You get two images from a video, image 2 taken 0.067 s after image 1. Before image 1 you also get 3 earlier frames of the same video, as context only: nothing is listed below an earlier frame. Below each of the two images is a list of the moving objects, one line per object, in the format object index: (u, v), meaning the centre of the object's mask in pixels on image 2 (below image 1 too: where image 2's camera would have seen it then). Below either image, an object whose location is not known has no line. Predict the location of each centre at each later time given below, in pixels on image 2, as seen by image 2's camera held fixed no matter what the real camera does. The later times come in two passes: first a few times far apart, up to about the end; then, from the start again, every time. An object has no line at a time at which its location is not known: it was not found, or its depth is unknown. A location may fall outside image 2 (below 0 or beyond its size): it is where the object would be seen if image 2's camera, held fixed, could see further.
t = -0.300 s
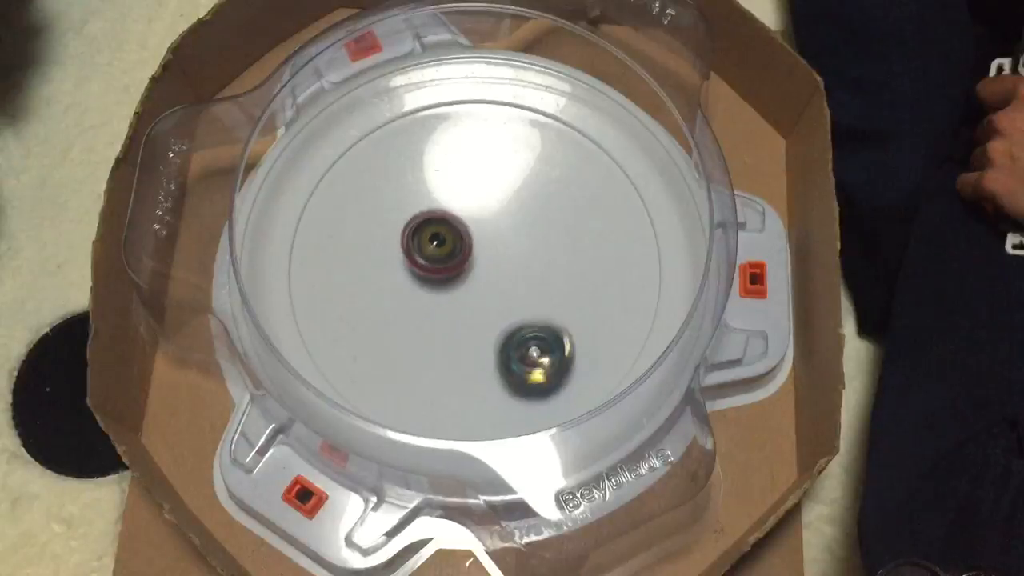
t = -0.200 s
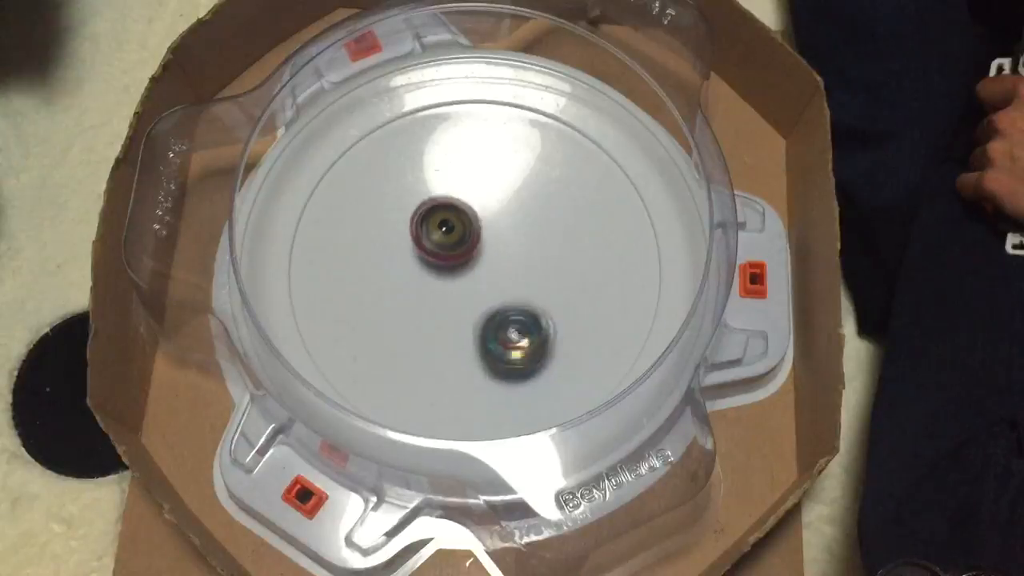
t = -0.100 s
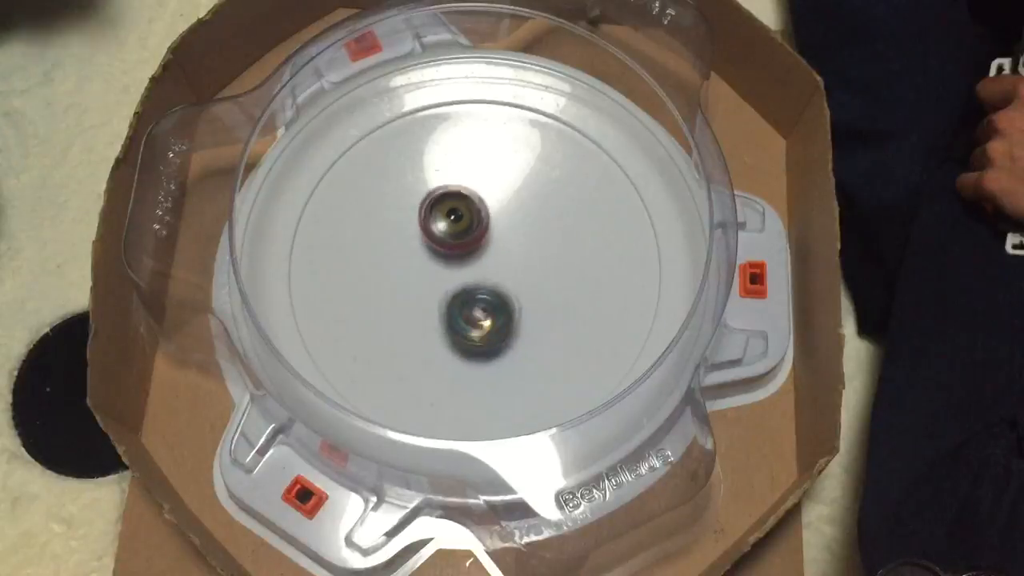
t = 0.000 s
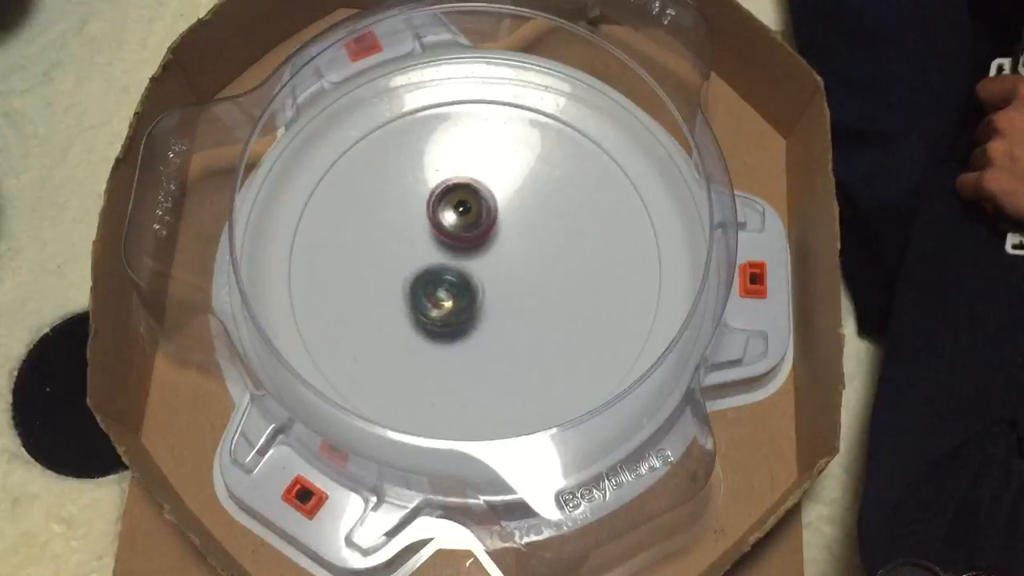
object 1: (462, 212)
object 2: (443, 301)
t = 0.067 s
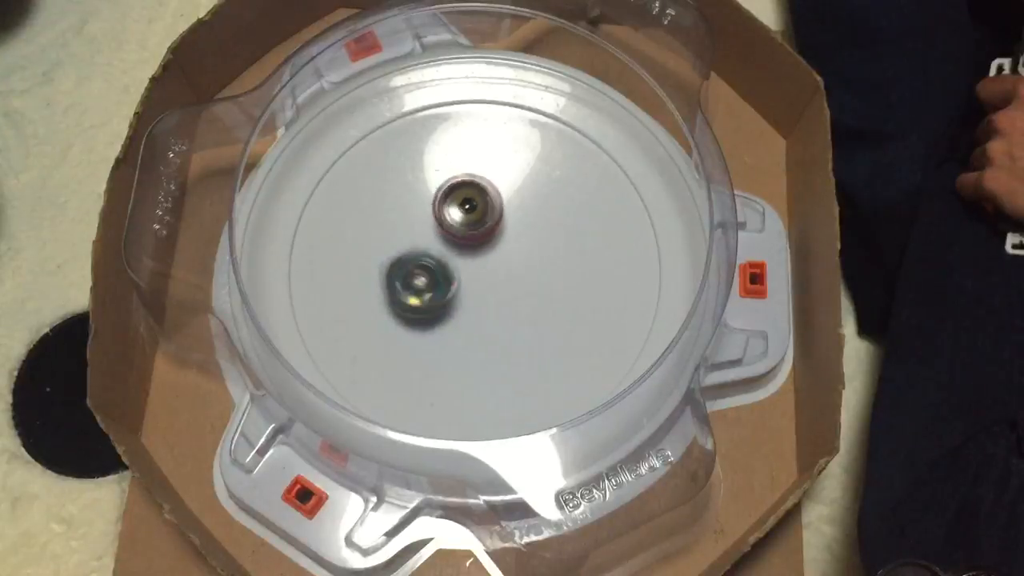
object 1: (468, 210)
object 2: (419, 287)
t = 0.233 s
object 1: (484, 212)
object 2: (367, 260)
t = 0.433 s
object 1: (499, 235)
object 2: (377, 257)
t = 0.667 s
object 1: (528, 279)
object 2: (439, 222)
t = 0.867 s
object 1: (537, 307)
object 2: (440, 181)
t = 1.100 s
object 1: (514, 325)
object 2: (469, 220)
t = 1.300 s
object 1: (479, 328)
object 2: (525, 259)
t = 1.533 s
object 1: (436, 300)
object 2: (553, 271)
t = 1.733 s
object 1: (410, 268)
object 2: (509, 285)
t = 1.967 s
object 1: (400, 235)
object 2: (454, 325)
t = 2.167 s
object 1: (425, 218)
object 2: (450, 329)
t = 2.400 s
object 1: (494, 203)
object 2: (429, 287)
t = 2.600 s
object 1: (551, 179)
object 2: (388, 280)
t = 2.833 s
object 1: (569, 215)
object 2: (407, 268)
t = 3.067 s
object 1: (553, 281)
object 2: (456, 268)
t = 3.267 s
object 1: (536, 350)
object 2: (460, 273)
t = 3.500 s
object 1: (505, 396)
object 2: (435, 260)
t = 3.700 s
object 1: (454, 363)
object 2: (426, 250)
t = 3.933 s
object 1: (367, 295)
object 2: (485, 236)
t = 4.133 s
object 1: (329, 247)
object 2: (522, 236)
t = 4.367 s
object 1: (402, 210)
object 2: (511, 244)
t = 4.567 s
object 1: (493, 177)
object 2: (532, 295)
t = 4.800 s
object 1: (538, 170)
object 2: (518, 304)
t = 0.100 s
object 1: (471, 209)
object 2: (408, 279)
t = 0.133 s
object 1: (474, 209)
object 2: (397, 273)
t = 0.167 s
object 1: (478, 210)
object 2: (385, 267)
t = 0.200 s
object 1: (481, 211)
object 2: (376, 263)
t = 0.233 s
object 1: (484, 212)
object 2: (367, 260)
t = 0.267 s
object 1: (487, 215)
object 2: (361, 259)
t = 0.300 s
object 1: (489, 216)
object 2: (360, 258)
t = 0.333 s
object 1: (492, 221)
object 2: (360, 257)
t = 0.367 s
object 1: (494, 226)
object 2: (363, 258)
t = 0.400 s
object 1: (497, 230)
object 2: (368, 258)
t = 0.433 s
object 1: (499, 235)
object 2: (377, 257)
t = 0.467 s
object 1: (501, 240)
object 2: (387, 256)
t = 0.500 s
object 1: (502, 245)
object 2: (398, 255)
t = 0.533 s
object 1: (504, 251)
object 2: (411, 252)
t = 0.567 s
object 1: (505, 256)
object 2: (424, 248)
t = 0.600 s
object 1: (508, 262)
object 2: (434, 242)
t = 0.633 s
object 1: (519, 271)
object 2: (437, 232)
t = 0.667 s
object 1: (528, 279)
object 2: (439, 222)
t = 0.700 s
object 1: (534, 286)
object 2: (441, 209)
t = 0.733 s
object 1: (538, 292)
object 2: (441, 201)
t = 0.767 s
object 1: (540, 296)
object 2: (440, 192)
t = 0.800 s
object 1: (540, 300)
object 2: (440, 187)
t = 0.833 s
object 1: (539, 304)
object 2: (440, 183)
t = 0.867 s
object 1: (537, 307)
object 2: (440, 181)
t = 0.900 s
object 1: (535, 310)
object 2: (440, 184)
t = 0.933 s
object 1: (533, 313)
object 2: (442, 188)
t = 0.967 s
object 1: (530, 316)
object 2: (442, 190)
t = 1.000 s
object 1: (526, 318)
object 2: (448, 198)
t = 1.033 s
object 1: (522, 320)
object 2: (453, 205)
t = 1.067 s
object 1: (518, 323)
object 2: (460, 213)
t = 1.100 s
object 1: (514, 325)
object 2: (469, 220)
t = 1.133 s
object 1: (508, 326)
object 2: (477, 227)
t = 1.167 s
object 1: (503, 327)
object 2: (487, 236)
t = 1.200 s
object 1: (497, 328)
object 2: (497, 241)
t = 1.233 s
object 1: (491, 329)
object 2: (505, 247)
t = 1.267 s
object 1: (485, 328)
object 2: (515, 252)
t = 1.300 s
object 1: (479, 328)
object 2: (525, 259)
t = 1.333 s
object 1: (472, 326)
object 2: (533, 262)
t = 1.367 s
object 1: (465, 324)
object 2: (542, 268)
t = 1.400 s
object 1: (459, 320)
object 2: (548, 267)
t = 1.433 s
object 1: (453, 315)
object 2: (554, 269)
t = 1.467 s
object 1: (447, 310)
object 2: (554, 269)
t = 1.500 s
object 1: (442, 305)
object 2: (555, 270)
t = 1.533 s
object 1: (436, 300)
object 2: (553, 271)
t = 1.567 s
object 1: (431, 295)
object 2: (549, 272)
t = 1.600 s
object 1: (426, 290)
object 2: (543, 271)
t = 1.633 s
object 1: (423, 284)
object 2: (537, 271)
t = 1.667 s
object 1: (418, 278)
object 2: (530, 274)
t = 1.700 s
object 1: (414, 273)
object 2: (520, 278)
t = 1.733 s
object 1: (410, 268)
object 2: (509, 285)
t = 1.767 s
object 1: (407, 263)
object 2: (501, 290)
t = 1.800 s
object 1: (403, 259)
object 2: (490, 295)
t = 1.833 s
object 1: (401, 253)
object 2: (481, 301)
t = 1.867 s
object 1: (399, 249)
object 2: (473, 307)
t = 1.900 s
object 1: (398, 245)
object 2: (465, 313)
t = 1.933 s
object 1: (399, 240)
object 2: (458, 319)
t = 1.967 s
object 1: (400, 235)
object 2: (454, 325)
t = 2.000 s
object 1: (403, 232)
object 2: (450, 331)
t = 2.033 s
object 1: (406, 229)
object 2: (448, 333)
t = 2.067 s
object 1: (410, 225)
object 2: (448, 335)
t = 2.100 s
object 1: (415, 222)
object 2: (448, 334)
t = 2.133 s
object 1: (420, 221)
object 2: (448, 333)
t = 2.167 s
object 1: (425, 218)
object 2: (450, 329)
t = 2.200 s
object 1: (432, 217)
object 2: (451, 324)
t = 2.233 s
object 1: (439, 216)
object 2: (452, 316)
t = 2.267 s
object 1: (446, 216)
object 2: (453, 306)
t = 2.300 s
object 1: (454, 216)
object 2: (452, 299)
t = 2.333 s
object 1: (461, 217)
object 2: (450, 290)
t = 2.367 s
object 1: (477, 212)
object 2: (439, 287)
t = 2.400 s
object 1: (494, 203)
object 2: (429, 287)
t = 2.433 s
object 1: (509, 193)
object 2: (420, 290)
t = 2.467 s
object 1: (520, 187)
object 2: (412, 289)
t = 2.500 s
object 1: (530, 183)
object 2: (406, 288)
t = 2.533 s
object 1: (538, 180)
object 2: (400, 285)
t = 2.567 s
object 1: (545, 179)
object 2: (394, 283)
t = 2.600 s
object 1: (551, 179)
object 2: (388, 280)
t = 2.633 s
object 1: (555, 181)
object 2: (384, 278)
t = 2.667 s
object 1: (559, 184)
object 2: (383, 276)
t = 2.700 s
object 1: (562, 188)
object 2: (384, 276)
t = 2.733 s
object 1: (565, 193)
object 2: (386, 272)
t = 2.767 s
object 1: (567, 200)
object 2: (390, 270)
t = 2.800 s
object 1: (568, 207)
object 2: (399, 270)
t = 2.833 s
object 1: (569, 215)
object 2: (407, 268)
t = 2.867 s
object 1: (568, 224)
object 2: (415, 267)
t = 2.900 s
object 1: (567, 233)
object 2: (421, 265)
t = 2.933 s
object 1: (566, 242)
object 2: (429, 264)
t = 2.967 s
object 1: (564, 252)
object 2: (435, 264)
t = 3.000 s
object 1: (561, 261)
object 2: (443, 263)
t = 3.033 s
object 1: (558, 271)
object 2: (450, 265)
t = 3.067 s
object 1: (553, 281)
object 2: (456, 268)
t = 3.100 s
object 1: (548, 290)
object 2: (461, 271)
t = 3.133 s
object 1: (542, 299)
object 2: (466, 275)
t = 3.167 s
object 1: (535, 306)
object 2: (469, 279)
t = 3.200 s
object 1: (529, 316)
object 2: (470, 281)
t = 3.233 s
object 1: (534, 333)
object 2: (463, 272)
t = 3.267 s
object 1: (536, 350)
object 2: (460, 273)
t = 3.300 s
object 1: (536, 363)
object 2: (461, 271)
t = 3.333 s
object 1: (533, 374)
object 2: (460, 270)
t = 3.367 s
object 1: (529, 382)
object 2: (457, 273)
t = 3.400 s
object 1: (525, 388)
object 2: (451, 272)
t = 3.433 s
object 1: (519, 393)
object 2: (445, 267)
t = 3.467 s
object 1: (512, 395)
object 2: (441, 264)
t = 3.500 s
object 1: (505, 396)
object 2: (435, 260)
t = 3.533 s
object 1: (497, 394)
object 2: (431, 258)
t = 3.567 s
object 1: (489, 391)
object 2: (427, 254)
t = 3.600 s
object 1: (481, 386)
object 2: (426, 252)
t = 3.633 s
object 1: (471, 380)
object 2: (424, 251)
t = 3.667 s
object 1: (462, 372)
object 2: (425, 250)
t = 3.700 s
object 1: (454, 363)
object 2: (426, 250)
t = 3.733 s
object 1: (445, 353)
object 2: (426, 249)
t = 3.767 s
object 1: (436, 342)
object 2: (430, 250)
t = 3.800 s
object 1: (428, 329)
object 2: (433, 250)
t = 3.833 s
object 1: (420, 316)
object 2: (437, 250)
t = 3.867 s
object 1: (404, 307)
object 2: (450, 247)
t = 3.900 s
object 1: (384, 302)
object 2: (470, 239)
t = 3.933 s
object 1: (367, 295)
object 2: (485, 236)
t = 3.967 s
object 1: (353, 288)
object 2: (496, 232)
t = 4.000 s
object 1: (342, 279)
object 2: (505, 231)
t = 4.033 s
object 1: (334, 271)
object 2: (512, 231)
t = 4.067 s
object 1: (330, 263)
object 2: (518, 230)
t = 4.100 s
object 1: (328, 255)
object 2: (520, 233)
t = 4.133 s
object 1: (329, 247)
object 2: (522, 236)
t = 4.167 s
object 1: (333, 240)
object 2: (521, 238)
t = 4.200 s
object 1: (340, 233)
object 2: (519, 240)
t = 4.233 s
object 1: (348, 226)
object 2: (517, 241)
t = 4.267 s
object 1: (359, 221)
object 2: (515, 241)
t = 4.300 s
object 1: (372, 217)
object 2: (513, 241)
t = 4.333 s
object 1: (386, 212)
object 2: (512, 242)
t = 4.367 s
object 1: (402, 210)
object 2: (511, 244)
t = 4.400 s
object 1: (420, 209)
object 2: (511, 245)
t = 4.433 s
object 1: (438, 208)
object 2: (511, 248)
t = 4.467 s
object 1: (457, 208)
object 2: (512, 251)
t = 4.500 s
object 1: (472, 200)
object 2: (518, 266)
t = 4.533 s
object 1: (484, 187)
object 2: (525, 282)
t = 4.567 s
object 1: (493, 177)
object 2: (532, 295)
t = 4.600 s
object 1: (503, 168)
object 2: (535, 302)
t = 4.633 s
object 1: (511, 161)
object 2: (536, 305)
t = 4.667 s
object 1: (519, 157)
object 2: (535, 305)
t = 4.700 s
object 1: (525, 157)
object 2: (533, 305)
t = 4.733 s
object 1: (531, 159)
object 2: (530, 306)
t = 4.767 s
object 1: (535, 163)
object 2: (524, 306)
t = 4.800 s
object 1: (538, 170)
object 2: (518, 304)
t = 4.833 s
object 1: (540, 179)
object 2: (513, 301)
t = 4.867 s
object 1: (540, 191)
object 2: (509, 297)
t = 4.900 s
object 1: (540, 205)
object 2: (506, 293)
